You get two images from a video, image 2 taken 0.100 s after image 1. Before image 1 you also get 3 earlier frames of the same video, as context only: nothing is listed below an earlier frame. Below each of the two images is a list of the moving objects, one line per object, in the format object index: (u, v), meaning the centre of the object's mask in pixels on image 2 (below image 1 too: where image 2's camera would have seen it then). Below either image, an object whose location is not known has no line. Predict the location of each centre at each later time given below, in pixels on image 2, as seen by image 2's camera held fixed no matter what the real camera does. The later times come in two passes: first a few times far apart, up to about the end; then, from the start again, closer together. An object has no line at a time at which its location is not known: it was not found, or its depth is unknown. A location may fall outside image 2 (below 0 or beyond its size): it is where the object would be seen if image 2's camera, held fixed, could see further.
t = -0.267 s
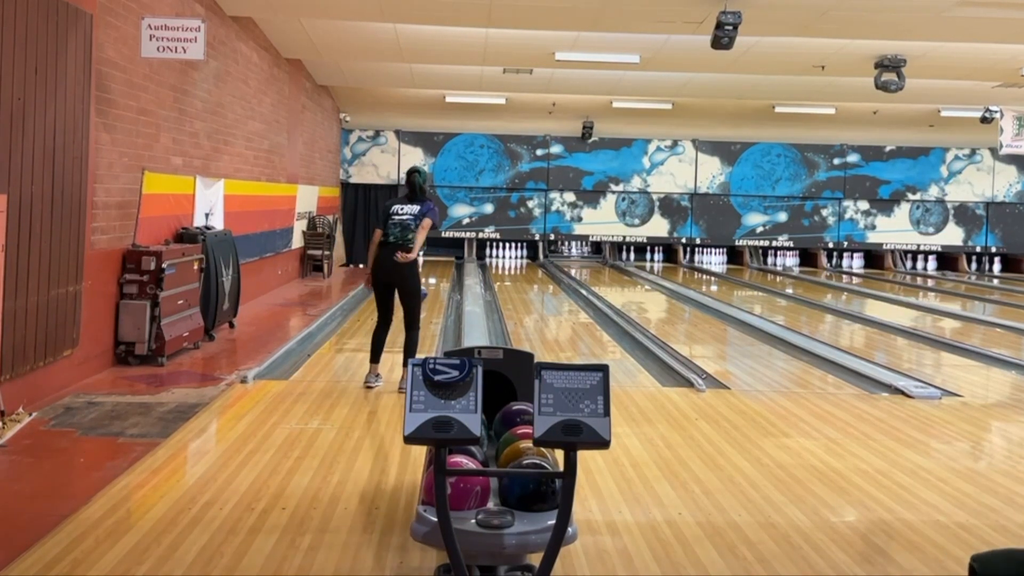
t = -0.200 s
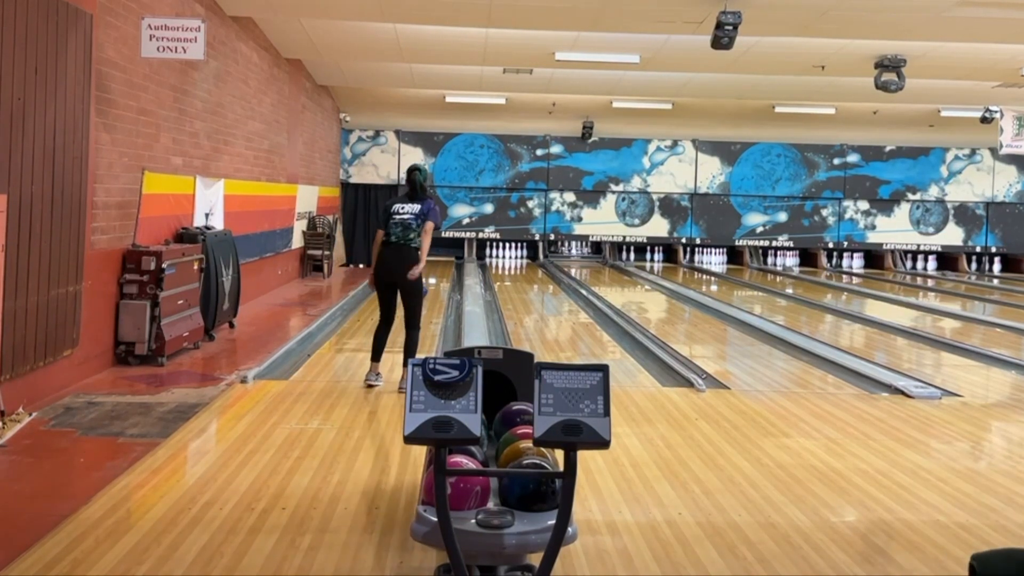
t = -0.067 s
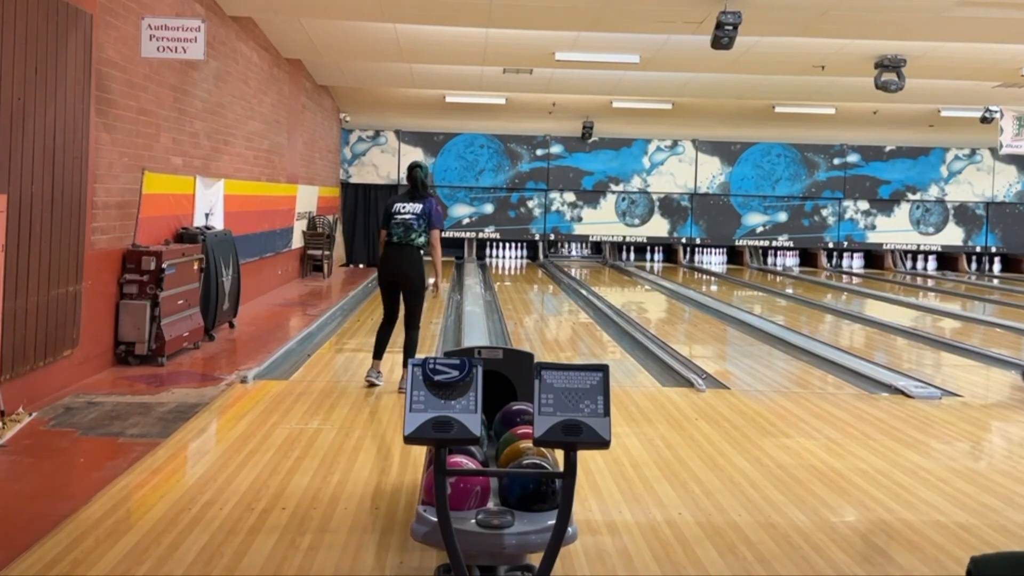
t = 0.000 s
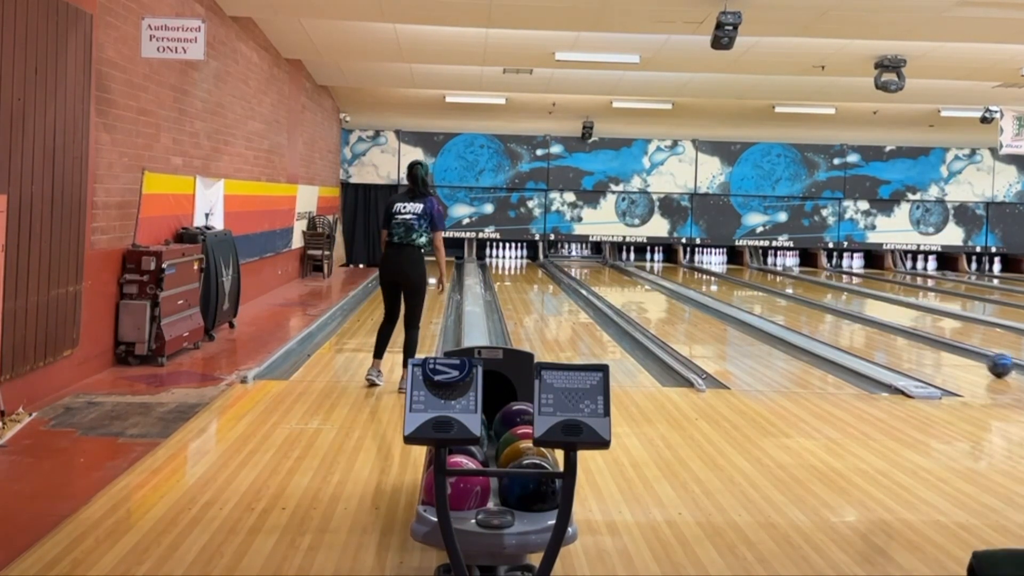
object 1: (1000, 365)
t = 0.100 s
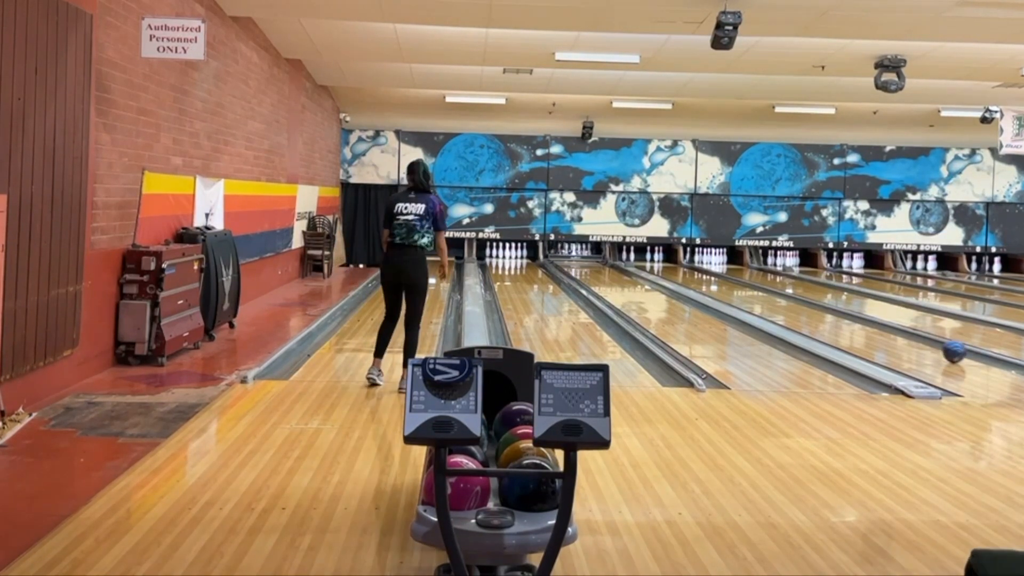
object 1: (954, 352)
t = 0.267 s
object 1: (893, 333)
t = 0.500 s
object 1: (828, 312)
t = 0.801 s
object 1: (771, 293)
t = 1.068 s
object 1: (733, 282)
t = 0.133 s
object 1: (940, 348)
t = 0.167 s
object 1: (927, 343)
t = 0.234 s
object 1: (903, 336)
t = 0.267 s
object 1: (893, 333)
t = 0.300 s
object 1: (882, 330)
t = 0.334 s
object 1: (872, 326)
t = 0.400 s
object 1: (853, 319)
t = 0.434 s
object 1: (845, 317)
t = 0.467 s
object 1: (837, 314)
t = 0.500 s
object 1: (828, 312)
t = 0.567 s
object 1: (813, 307)
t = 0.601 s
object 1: (807, 305)
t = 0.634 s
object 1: (800, 303)
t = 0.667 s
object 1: (794, 301)
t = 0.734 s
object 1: (782, 297)
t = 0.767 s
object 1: (776, 295)
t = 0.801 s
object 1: (771, 293)
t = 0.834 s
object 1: (765, 292)
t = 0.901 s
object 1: (755, 289)
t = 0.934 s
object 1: (751, 287)
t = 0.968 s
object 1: (746, 286)
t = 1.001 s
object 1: (741, 284)
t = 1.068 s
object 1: (733, 282)
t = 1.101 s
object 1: (729, 281)
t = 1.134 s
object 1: (725, 279)
